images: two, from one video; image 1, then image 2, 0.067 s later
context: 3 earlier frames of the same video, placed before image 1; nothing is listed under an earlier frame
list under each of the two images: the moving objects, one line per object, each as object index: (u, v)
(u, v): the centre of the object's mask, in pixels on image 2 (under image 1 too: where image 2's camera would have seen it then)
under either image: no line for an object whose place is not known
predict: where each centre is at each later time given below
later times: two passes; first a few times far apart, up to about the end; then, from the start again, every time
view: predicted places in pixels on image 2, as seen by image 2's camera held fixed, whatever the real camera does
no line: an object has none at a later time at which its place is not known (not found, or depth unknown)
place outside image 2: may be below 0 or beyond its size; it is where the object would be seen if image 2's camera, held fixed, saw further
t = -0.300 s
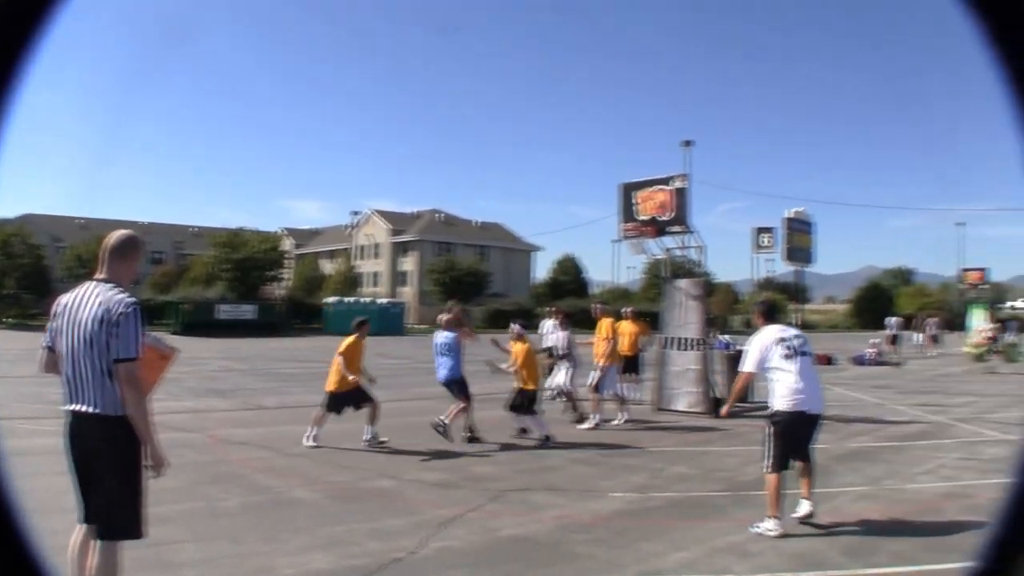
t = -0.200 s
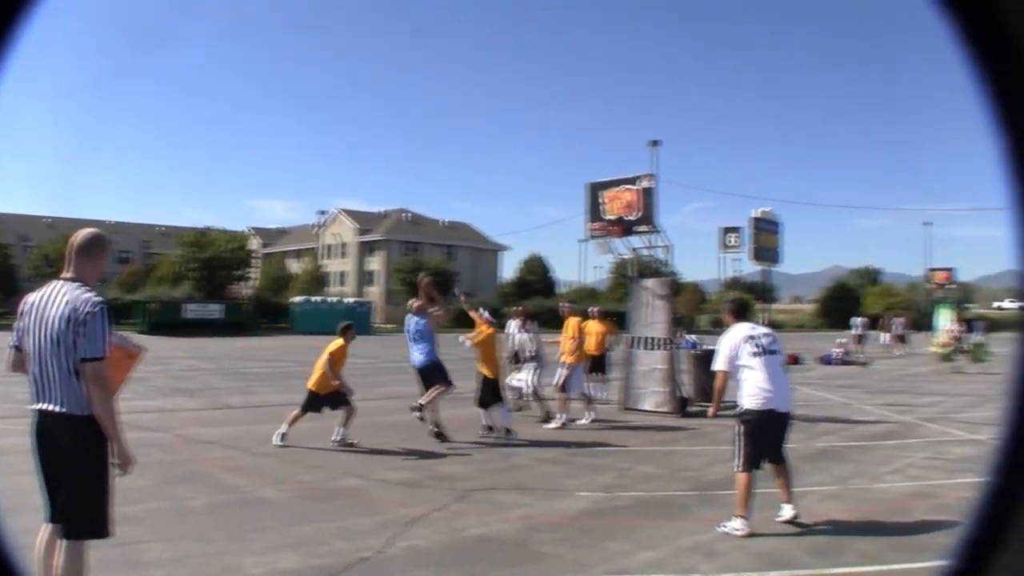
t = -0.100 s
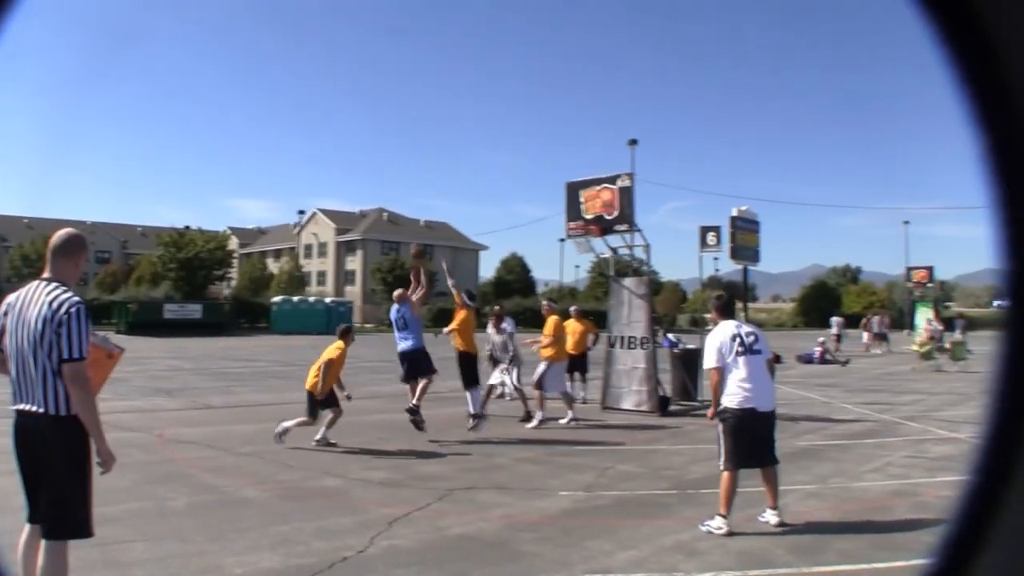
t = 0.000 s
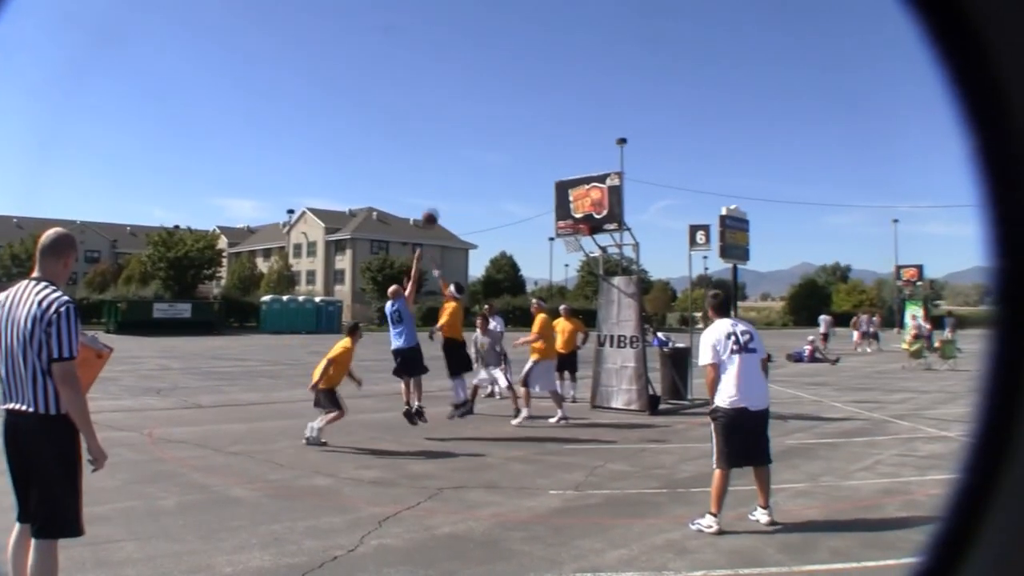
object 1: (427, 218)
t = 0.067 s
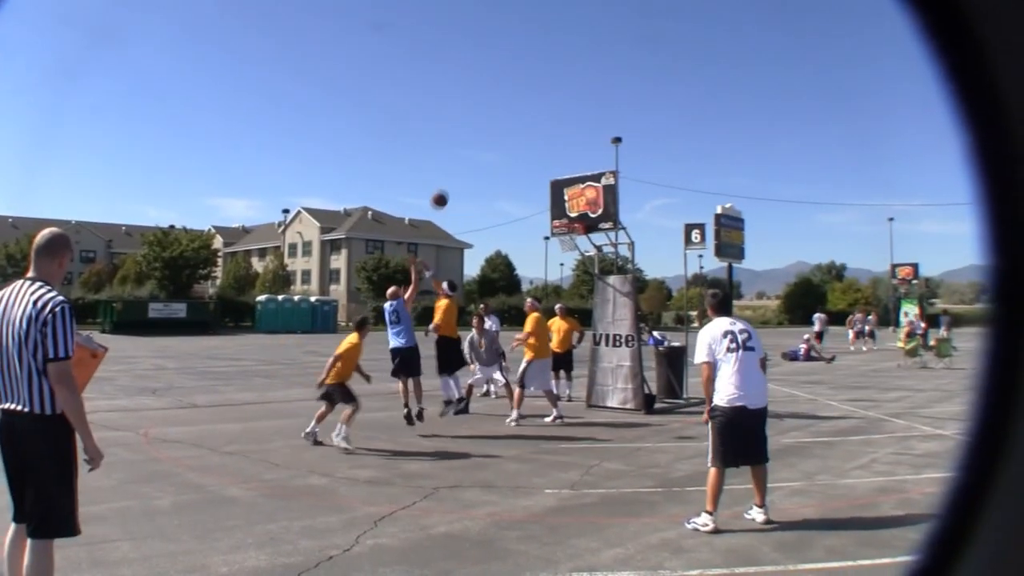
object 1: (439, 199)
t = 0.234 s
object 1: (469, 169)
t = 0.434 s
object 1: (509, 161)
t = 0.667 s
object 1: (553, 181)
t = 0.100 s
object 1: (445, 191)
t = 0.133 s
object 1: (451, 185)
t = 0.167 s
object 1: (458, 179)
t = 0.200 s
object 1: (463, 174)
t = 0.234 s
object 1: (469, 169)
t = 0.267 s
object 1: (476, 166)
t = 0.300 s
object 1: (482, 164)
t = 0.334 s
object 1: (488, 162)
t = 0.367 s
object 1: (495, 161)
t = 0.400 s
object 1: (502, 161)
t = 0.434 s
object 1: (509, 161)
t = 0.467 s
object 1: (515, 162)
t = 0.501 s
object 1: (521, 163)
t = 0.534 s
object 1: (528, 165)
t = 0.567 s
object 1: (534, 168)
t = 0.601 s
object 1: (541, 172)
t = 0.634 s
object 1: (547, 176)
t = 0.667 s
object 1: (553, 181)
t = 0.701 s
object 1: (558, 185)
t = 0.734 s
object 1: (564, 192)
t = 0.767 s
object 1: (571, 198)
